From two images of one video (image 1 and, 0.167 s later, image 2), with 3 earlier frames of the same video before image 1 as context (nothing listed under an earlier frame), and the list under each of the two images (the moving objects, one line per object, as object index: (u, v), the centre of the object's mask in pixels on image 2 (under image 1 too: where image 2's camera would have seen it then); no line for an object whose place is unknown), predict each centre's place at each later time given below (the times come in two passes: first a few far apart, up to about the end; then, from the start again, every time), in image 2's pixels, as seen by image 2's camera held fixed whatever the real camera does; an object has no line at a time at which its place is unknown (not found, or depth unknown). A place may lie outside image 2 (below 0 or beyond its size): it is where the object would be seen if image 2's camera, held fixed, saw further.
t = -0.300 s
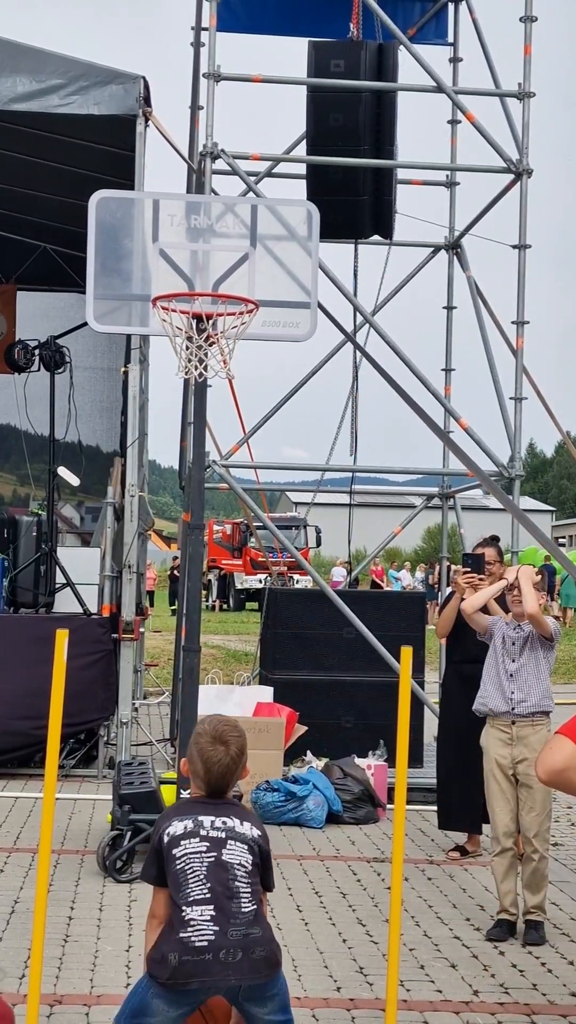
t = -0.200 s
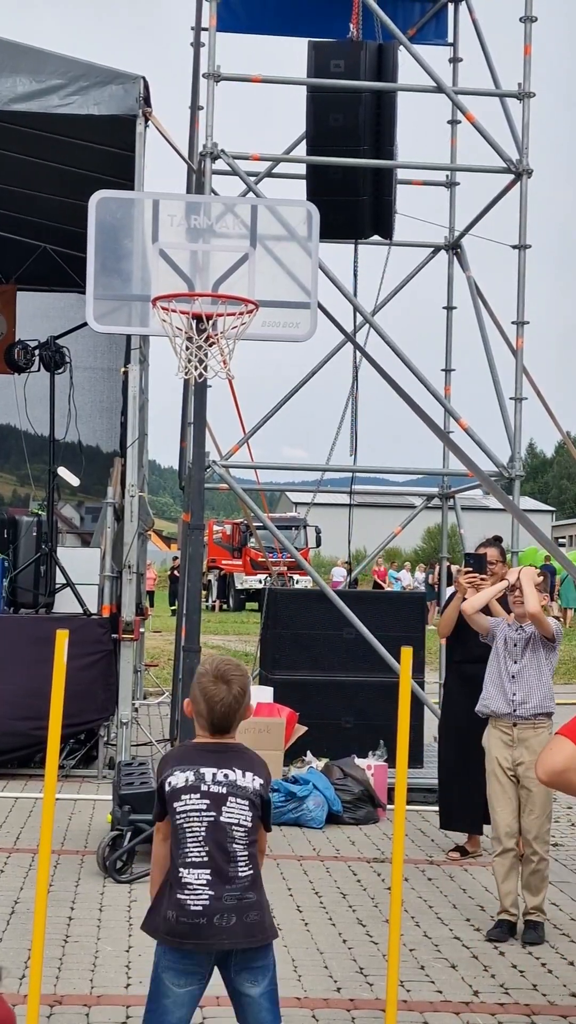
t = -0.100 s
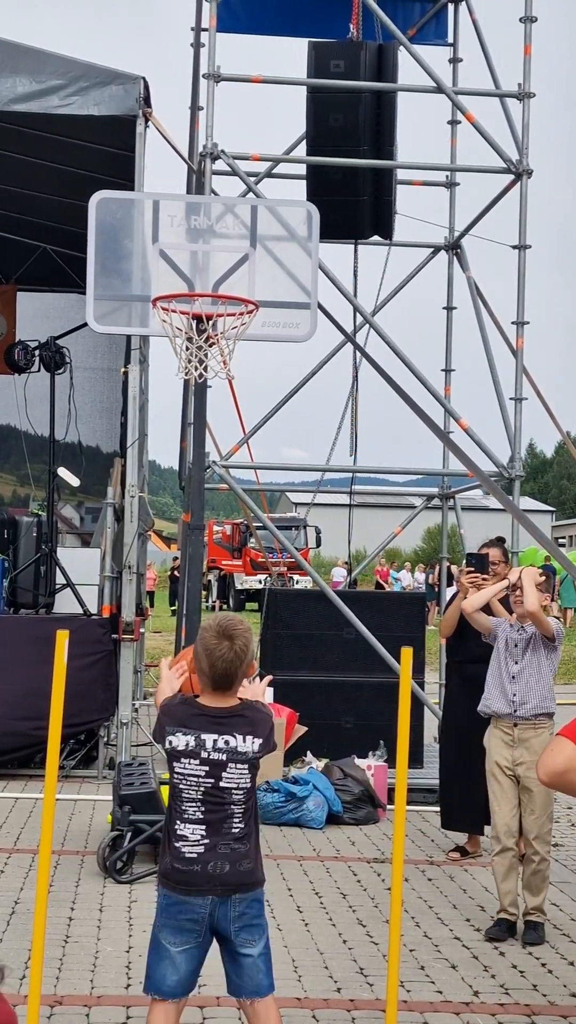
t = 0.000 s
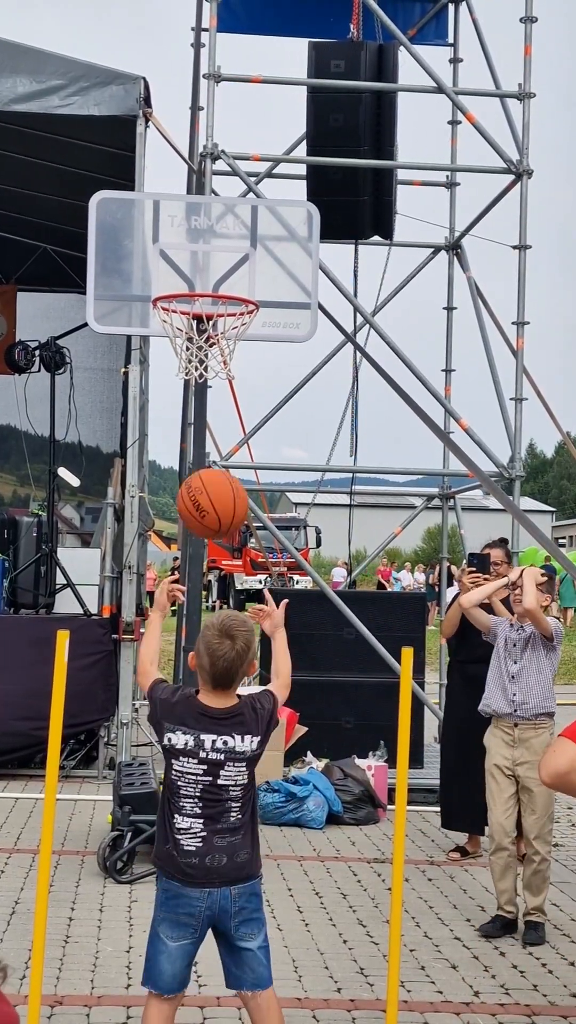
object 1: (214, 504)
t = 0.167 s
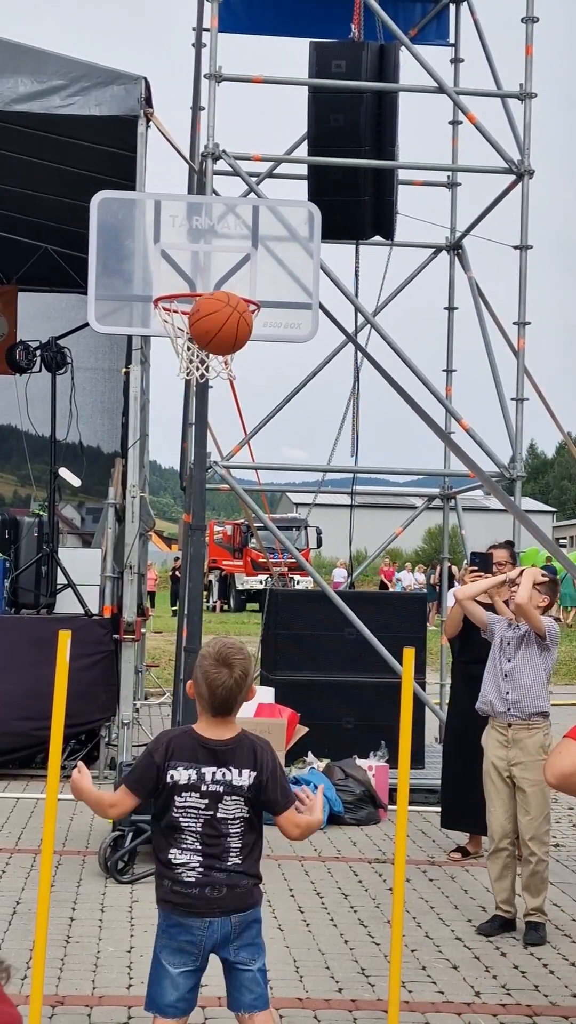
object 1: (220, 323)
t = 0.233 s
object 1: (223, 282)
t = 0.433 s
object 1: (226, 242)
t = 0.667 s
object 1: (234, 264)
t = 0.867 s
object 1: (234, 291)
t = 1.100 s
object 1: (197, 312)
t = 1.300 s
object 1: (170, 339)
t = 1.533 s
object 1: (184, 366)
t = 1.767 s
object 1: (230, 475)
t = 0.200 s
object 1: (222, 301)
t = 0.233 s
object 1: (223, 282)
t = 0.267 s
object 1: (223, 267)
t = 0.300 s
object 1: (224, 256)
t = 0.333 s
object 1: (225, 248)
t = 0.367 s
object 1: (226, 243)
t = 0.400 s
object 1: (226, 242)
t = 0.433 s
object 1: (226, 242)
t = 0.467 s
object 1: (227, 246)
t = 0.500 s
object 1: (227, 252)
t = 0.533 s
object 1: (227, 260)
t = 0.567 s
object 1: (227, 271)
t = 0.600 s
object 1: (229, 268)
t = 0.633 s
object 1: (232, 265)
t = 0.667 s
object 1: (234, 264)
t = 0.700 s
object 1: (236, 267)
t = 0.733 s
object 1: (238, 271)
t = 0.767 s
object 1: (240, 277)
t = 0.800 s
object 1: (239, 284)
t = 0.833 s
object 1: (237, 290)
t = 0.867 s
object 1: (234, 291)
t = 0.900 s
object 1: (229, 295)
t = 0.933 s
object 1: (224, 301)
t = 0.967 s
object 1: (219, 304)
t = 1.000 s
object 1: (215, 306)
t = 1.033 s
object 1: (208, 308)
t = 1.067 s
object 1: (202, 311)
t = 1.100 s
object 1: (197, 312)
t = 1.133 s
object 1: (192, 317)
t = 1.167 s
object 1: (185, 322)
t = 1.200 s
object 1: (181, 332)
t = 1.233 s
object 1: (176, 337)
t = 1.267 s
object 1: (172, 338)
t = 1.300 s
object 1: (170, 339)
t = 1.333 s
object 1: (168, 339)
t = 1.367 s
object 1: (167, 341)
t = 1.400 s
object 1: (168, 344)
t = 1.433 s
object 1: (169, 348)
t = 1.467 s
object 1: (172, 353)
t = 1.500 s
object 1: (178, 359)
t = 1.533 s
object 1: (184, 366)
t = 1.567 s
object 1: (190, 382)
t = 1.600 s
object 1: (197, 386)
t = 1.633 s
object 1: (204, 399)
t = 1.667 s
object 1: (210, 414)
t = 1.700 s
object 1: (217, 432)
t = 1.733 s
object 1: (223, 452)
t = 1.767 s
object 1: (230, 475)
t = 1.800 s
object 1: (236, 500)
